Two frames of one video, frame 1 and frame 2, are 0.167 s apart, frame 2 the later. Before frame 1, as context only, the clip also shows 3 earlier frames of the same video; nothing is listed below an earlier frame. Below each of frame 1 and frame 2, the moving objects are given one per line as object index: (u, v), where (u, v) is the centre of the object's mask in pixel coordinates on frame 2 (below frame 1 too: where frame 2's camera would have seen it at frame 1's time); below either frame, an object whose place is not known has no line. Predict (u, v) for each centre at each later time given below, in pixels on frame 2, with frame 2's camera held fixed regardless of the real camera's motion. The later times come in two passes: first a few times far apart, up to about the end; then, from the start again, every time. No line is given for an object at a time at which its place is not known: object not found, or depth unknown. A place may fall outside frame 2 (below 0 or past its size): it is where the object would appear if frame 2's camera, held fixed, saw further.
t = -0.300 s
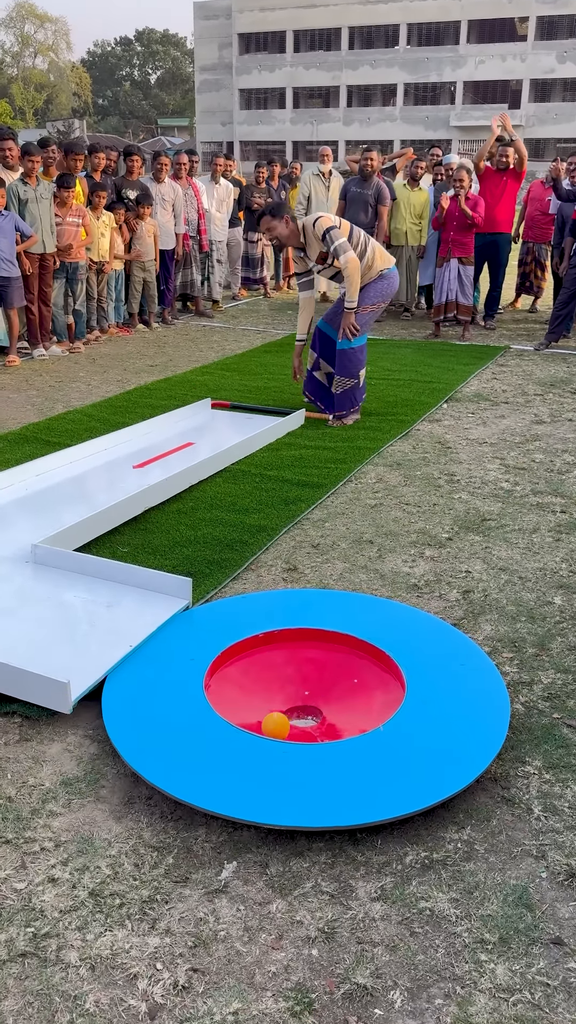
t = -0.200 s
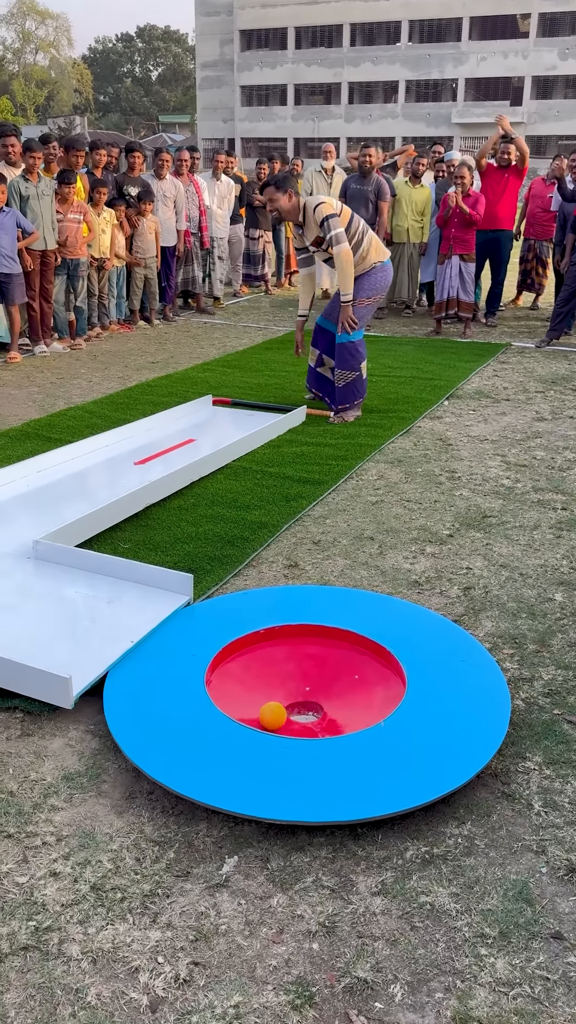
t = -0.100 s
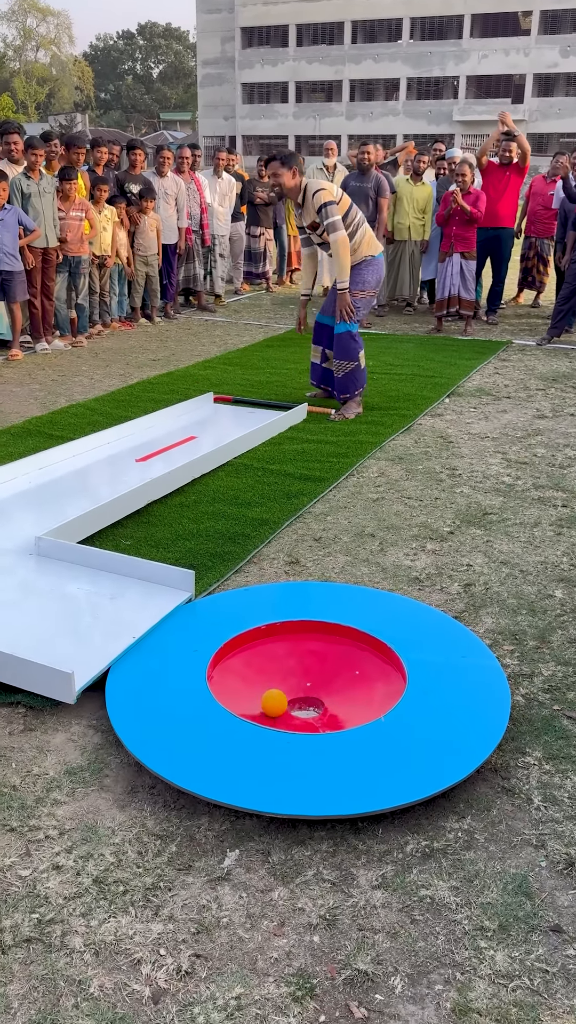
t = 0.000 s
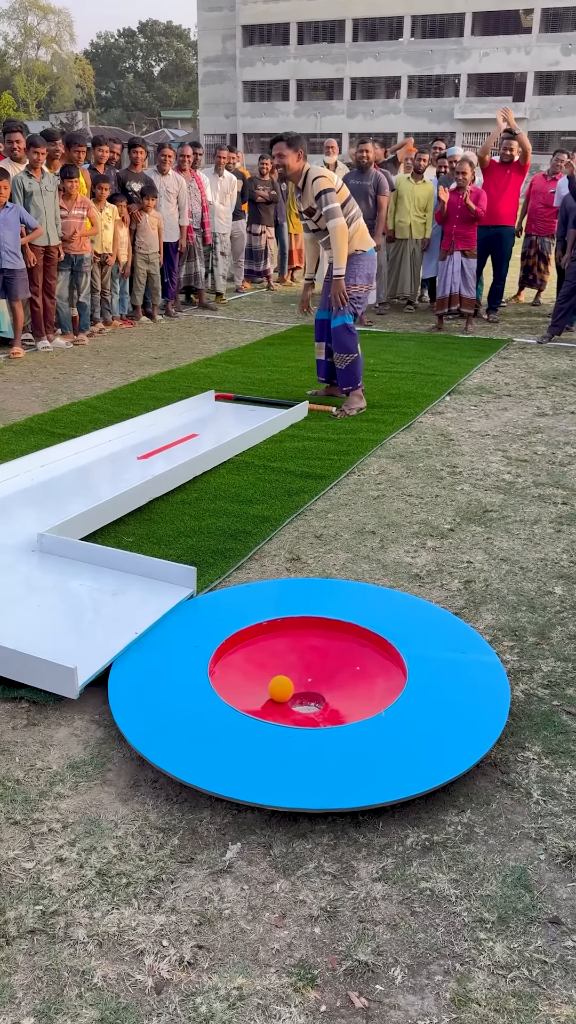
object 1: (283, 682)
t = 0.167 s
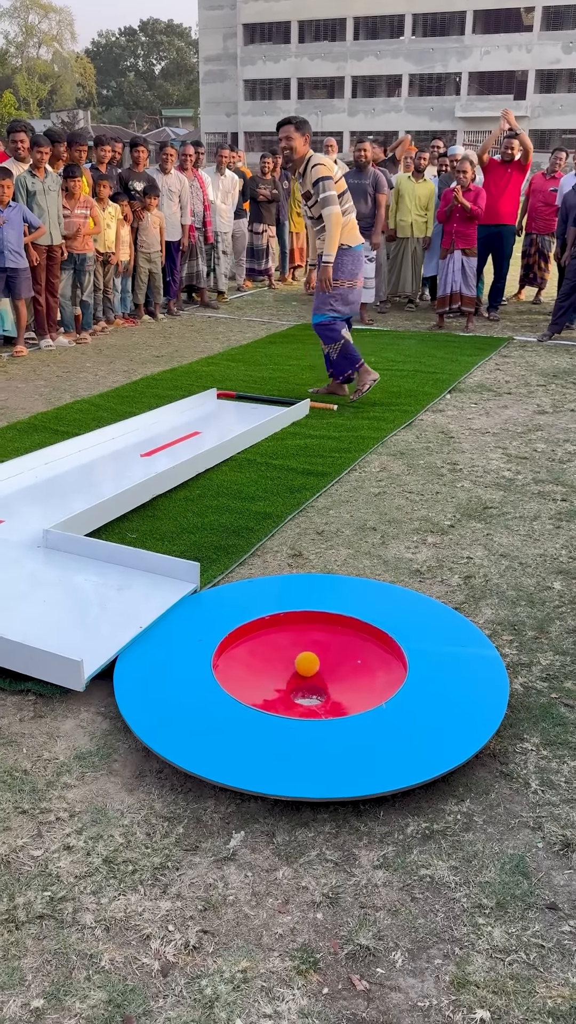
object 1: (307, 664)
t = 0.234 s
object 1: (318, 658)
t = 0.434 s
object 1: (342, 654)
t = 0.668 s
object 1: (346, 669)
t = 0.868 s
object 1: (319, 691)
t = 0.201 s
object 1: (313, 661)
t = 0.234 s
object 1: (318, 658)
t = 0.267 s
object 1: (323, 656)
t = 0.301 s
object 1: (328, 655)
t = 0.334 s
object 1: (332, 654)
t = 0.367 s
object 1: (336, 653)
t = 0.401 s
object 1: (339, 654)
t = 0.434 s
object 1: (342, 654)
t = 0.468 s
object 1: (345, 655)
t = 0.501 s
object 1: (346, 656)
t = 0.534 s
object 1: (348, 658)
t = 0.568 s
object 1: (348, 660)
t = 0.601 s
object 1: (348, 663)
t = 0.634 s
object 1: (347, 666)
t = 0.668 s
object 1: (346, 669)
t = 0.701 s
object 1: (343, 673)
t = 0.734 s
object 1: (340, 677)
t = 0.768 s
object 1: (336, 680)
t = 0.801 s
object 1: (331, 684)
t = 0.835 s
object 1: (325, 687)
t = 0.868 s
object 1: (319, 691)
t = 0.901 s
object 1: (312, 693)
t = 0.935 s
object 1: (304, 693)
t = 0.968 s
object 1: (297, 693)
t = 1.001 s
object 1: (291, 692)
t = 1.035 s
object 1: (284, 691)
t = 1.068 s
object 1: (279, 689)
